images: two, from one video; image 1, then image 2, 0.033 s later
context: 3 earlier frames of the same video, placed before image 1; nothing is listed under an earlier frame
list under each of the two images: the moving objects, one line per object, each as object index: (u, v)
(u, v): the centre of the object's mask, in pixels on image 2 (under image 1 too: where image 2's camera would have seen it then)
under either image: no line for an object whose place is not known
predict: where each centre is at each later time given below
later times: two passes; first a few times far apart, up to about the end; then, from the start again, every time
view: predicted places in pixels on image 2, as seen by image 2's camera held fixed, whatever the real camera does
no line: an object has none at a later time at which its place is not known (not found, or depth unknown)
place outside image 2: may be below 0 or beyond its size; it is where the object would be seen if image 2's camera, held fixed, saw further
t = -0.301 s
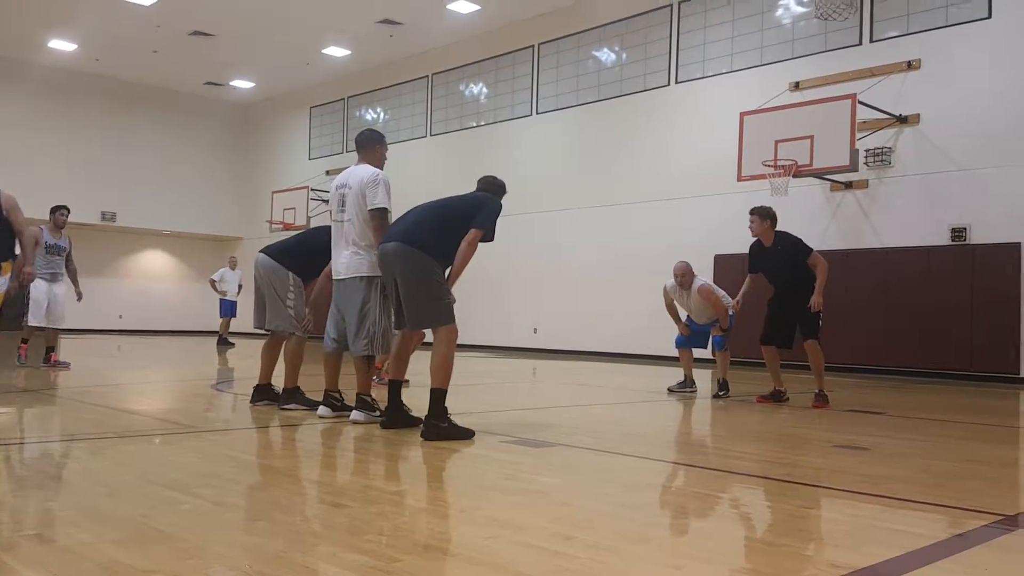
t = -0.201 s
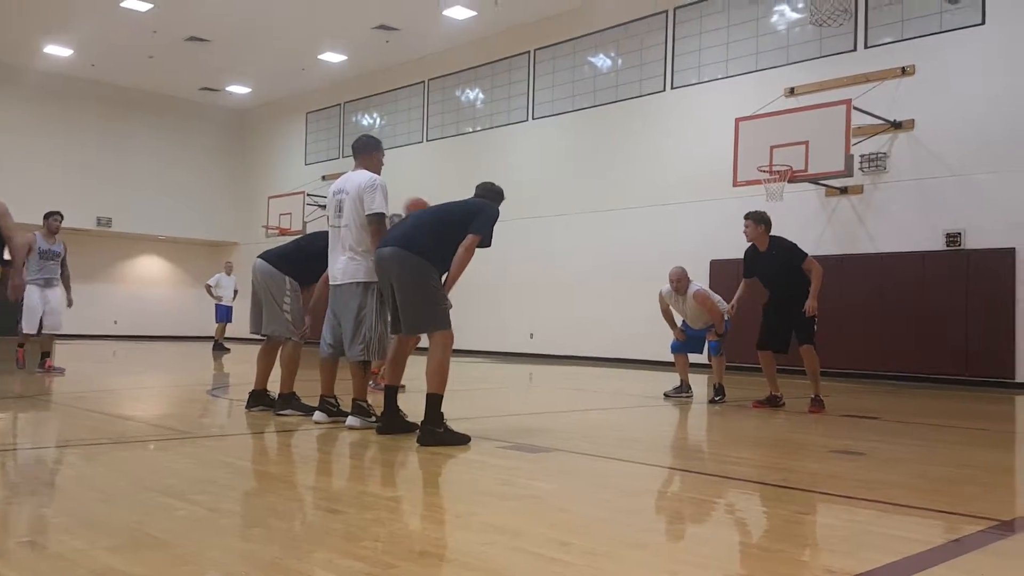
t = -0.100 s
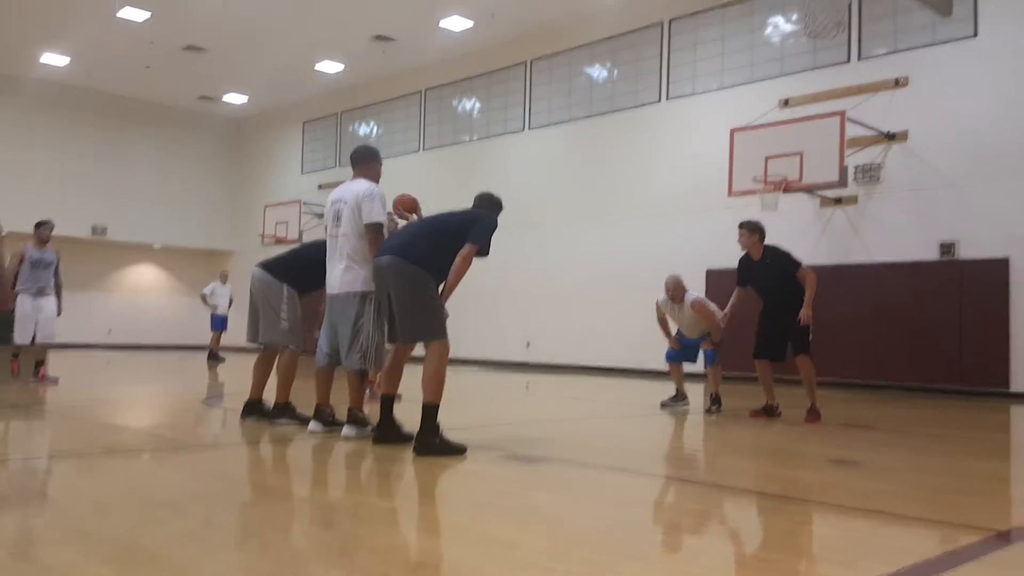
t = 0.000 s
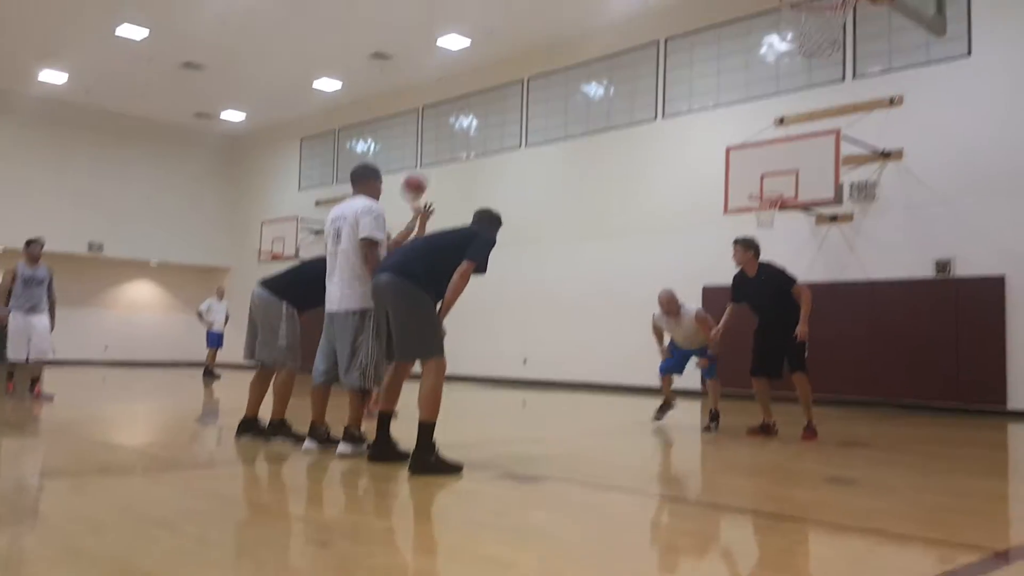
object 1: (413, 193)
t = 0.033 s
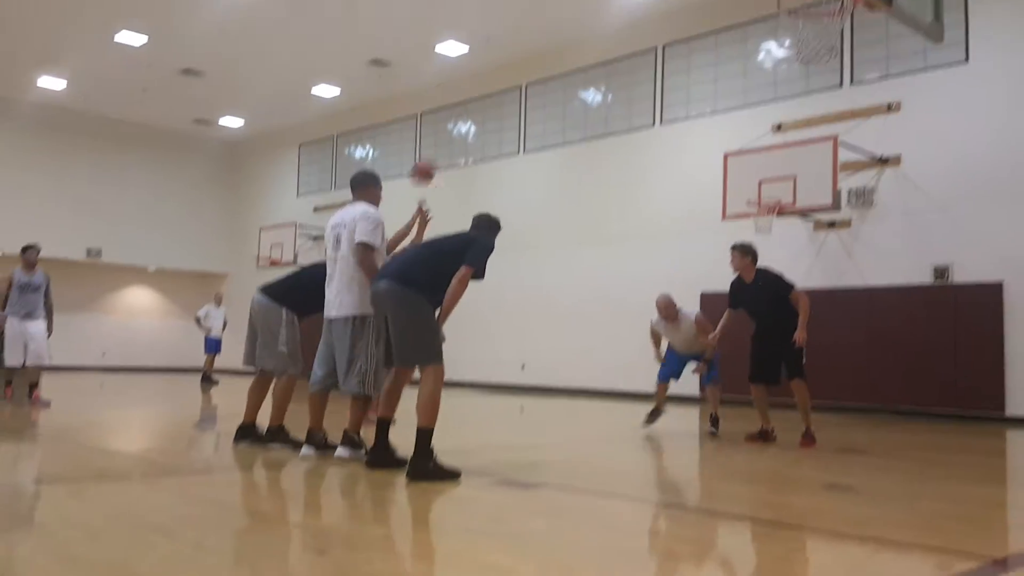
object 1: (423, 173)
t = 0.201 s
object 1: (477, 80)
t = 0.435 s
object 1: (560, -14)
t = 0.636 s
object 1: (644, -56)
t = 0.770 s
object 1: (709, -59)
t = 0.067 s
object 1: (434, 152)
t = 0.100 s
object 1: (444, 135)
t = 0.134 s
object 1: (455, 116)
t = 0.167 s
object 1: (465, 98)
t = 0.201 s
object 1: (477, 80)
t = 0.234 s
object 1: (488, 65)
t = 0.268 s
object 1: (499, 50)
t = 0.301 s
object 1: (512, 36)
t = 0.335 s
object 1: (524, 22)
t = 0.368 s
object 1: (535, 9)
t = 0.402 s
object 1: (547, -3)
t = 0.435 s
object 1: (560, -14)
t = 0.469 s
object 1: (573, -23)
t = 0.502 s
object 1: (586, -31)
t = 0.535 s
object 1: (600, -39)
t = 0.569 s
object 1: (614, -47)
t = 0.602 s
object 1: (629, -52)
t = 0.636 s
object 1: (644, -56)
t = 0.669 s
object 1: (661, -58)
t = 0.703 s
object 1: (677, -60)
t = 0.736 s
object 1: (693, -60)
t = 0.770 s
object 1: (709, -59)
